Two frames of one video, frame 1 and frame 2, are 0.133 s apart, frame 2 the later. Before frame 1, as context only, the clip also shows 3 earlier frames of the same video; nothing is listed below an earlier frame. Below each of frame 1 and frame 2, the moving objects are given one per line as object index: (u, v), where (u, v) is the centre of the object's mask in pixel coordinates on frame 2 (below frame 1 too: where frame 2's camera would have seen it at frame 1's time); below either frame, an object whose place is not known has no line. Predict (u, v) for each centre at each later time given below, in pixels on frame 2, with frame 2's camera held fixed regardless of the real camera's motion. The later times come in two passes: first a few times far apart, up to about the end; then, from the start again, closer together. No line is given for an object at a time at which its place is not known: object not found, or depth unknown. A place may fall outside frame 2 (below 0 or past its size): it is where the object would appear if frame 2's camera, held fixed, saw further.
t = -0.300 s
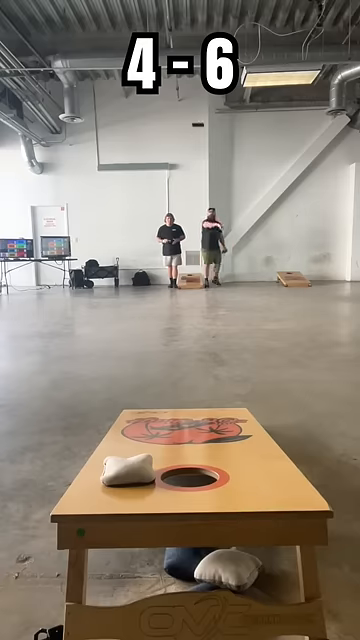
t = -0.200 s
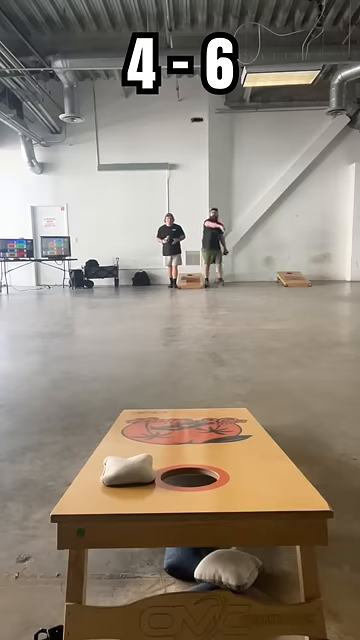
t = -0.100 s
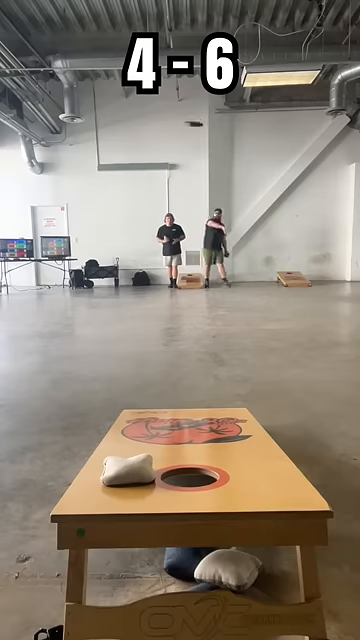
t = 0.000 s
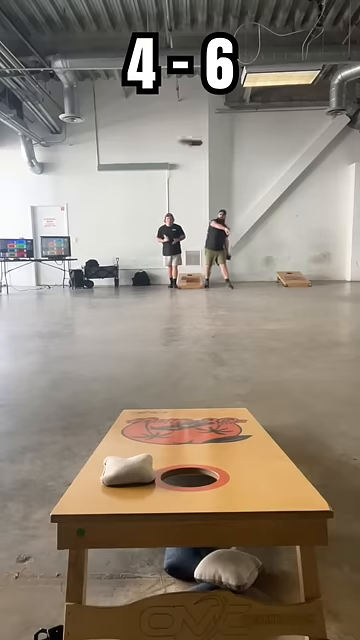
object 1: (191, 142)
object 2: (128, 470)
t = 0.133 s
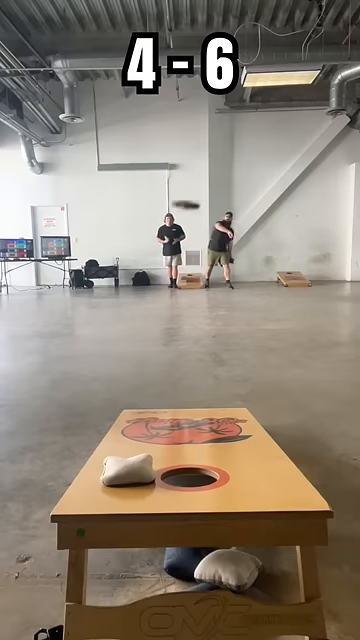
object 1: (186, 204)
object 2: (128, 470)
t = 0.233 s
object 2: (128, 470)
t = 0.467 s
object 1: (173, 464)
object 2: (128, 470)
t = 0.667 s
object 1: (171, 472)
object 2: (117, 473)
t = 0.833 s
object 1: (173, 472)
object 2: (117, 473)
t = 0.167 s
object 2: (128, 470)
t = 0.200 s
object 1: (184, 262)
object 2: (128, 470)
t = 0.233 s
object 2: (128, 470)
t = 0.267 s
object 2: (128, 470)
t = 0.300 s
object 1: (175, 416)
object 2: (128, 470)
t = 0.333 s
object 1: (173, 430)
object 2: (128, 470)
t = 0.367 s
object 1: (168, 433)
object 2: (128, 470)
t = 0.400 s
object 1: (165, 439)
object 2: (128, 470)
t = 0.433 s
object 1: (160, 447)
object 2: (127, 471)
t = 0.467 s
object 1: (173, 464)
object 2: (128, 470)
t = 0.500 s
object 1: (175, 468)
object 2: (128, 469)
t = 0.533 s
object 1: (176, 470)
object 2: (127, 469)
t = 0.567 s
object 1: (175, 471)
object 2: (124, 470)
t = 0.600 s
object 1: (173, 471)
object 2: (121, 472)
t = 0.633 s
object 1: (172, 472)
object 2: (119, 473)
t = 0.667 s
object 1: (171, 472)
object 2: (117, 473)
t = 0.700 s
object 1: (172, 472)
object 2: (117, 473)
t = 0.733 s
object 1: (172, 472)
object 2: (117, 473)
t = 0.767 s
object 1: (173, 473)
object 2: (117, 473)
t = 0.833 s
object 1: (173, 472)
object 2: (117, 473)
